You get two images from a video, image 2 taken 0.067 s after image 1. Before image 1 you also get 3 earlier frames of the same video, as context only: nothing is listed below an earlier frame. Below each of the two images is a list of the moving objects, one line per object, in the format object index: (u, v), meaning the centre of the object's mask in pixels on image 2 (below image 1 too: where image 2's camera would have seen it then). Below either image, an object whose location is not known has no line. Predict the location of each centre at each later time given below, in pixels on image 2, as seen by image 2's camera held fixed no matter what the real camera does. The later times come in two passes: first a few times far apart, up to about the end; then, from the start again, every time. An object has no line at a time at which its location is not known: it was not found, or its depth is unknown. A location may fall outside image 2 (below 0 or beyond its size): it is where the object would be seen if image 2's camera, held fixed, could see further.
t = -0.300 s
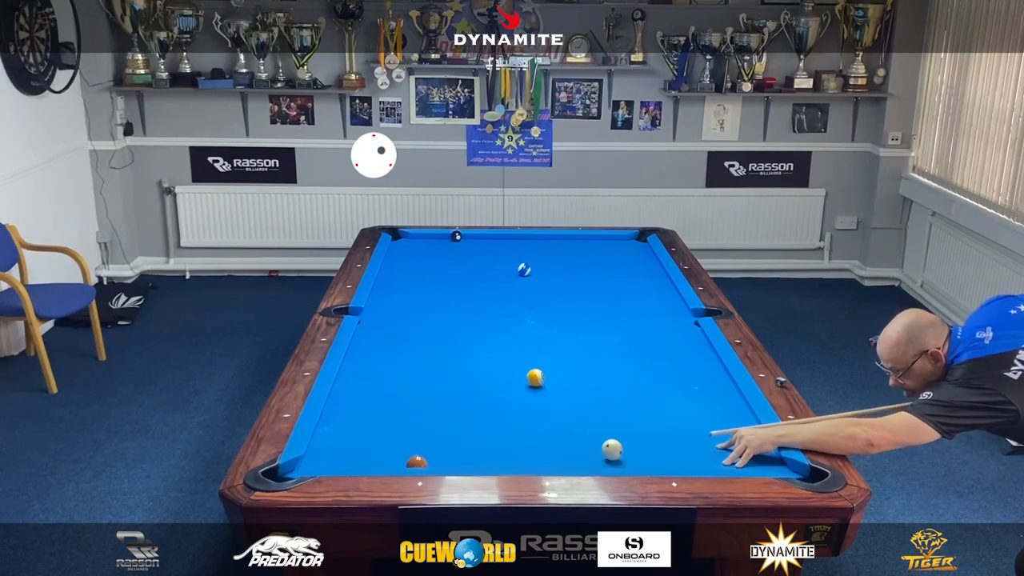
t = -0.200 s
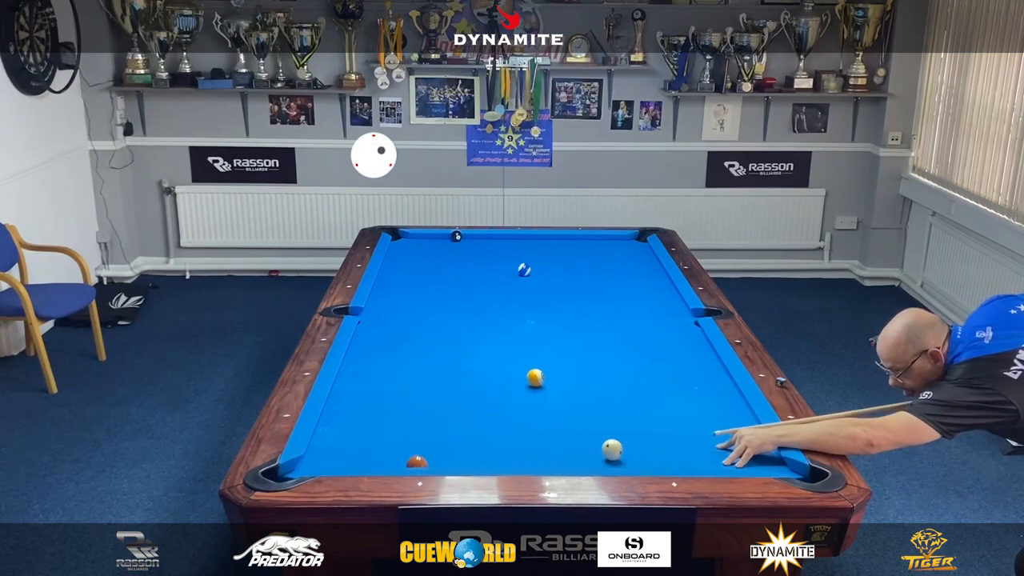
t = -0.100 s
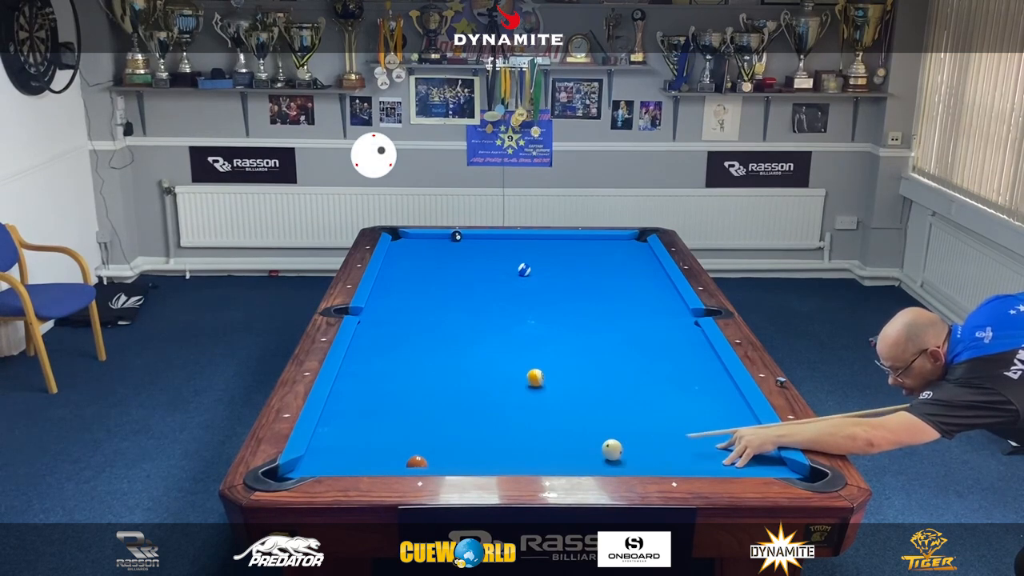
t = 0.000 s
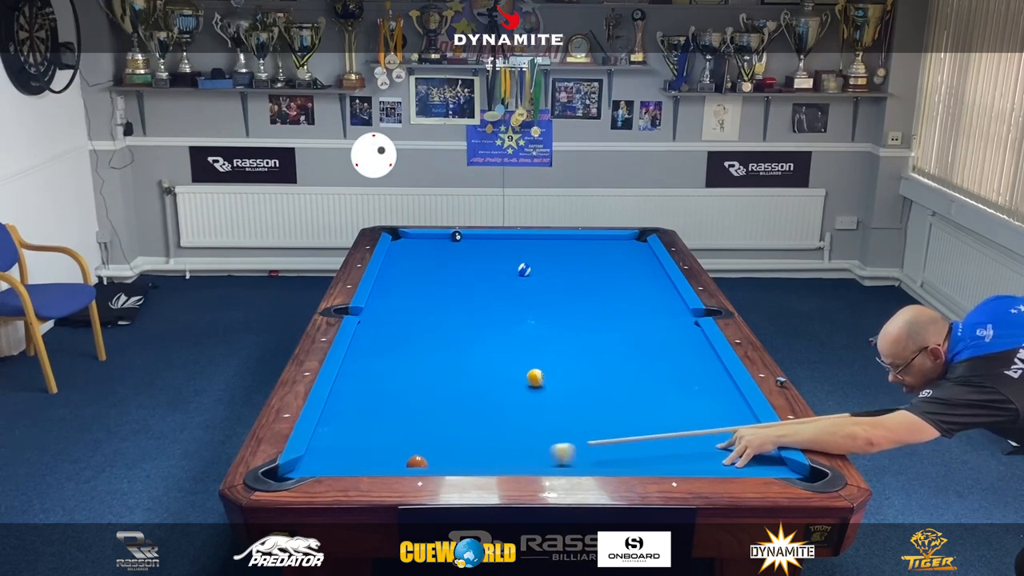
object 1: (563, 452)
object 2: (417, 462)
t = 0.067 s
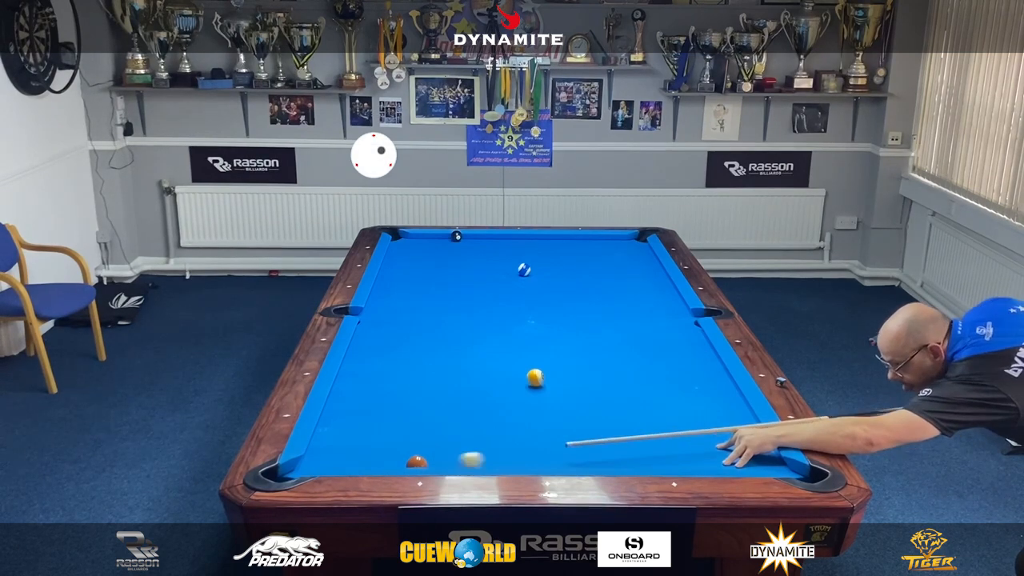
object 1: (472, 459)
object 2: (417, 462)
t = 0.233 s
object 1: (423, 452)
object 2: (291, 474)
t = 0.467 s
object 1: (369, 435)
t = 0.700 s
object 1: (351, 421)
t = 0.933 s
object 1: (395, 405)
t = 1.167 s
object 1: (435, 392)
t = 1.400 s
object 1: (470, 379)
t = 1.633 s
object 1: (502, 368)
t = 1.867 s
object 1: (532, 358)
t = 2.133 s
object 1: (562, 347)
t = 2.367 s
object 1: (587, 339)
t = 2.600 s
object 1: (609, 332)
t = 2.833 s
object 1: (631, 324)
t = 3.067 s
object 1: (650, 318)
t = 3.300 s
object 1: (668, 312)
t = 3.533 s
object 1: (679, 307)
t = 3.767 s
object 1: (668, 303)
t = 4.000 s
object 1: (658, 300)
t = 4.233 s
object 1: (649, 298)
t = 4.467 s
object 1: (641, 295)
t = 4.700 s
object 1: (634, 293)
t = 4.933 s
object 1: (627, 291)
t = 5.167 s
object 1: (622, 290)
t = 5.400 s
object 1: (617, 289)
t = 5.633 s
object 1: (613, 288)
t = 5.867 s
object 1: (610, 287)
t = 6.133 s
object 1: (608, 286)
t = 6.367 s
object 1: (606, 286)
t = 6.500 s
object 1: (606, 286)
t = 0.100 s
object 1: (438, 461)
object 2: (404, 462)
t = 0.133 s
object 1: (436, 459)
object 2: (361, 462)
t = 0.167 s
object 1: (432, 458)
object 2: (318, 463)
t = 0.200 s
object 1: (428, 455)
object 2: (297, 468)
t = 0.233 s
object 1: (423, 452)
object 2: (291, 474)
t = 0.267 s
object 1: (417, 450)
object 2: (277, 478)
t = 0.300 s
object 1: (411, 447)
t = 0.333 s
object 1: (404, 444)
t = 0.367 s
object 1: (396, 442)
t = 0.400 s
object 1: (388, 439)
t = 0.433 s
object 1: (379, 437)
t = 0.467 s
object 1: (369, 435)
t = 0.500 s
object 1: (359, 433)
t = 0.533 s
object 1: (348, 431)
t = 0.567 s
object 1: (337, 430)
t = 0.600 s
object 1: (325, 428)
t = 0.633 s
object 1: (333, 425)
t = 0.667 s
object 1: (342, 423)
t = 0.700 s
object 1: (351, 421)
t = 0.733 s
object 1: (358, 419)
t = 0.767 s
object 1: (365, 416)
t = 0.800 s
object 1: (371, 414)
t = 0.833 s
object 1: (377, 412)
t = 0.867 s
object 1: (384, 410)
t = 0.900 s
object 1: (390, 408)
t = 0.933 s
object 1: (395, 405)
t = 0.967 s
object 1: (401, 403)
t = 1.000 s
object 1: (407, 401)
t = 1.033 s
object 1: (413, 399)
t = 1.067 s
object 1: (418, 397)
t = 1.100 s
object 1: (424, 395)
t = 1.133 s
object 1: (429, 393)
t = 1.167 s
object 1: (435, 392)
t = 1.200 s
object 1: (440, 390)
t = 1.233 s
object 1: (445, 388)
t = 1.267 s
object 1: (450, 386)
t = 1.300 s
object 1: (455, 384)
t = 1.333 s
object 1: (460, 383)
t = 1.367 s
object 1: (465, 381)
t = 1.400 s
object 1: (470, 379)
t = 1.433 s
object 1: (475, 378)
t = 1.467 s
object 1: (479, 376)
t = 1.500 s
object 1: (484, 374)
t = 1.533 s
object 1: (489, 373)
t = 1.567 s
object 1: (493, 371)
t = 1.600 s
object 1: (498, 370)
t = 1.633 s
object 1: (502, 368)
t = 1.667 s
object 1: (506, 367)
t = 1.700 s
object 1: (511, 365)
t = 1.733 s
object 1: (515, 363)
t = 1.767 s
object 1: (519, 362)
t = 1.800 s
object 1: (523, 360)
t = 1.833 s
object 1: (527, 359)
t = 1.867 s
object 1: (532, 358)
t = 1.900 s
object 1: (536, 356)
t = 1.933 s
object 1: (540, 355)
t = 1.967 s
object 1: (544, 354)
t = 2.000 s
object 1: (547, 353)
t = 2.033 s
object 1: (551, 351)
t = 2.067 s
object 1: (555, 350)
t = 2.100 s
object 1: (559, 349)
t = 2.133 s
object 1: (562, 347)
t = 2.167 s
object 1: (566, 346)
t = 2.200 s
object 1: (569, 345)
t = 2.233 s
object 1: (573, 344)
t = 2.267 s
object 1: (577, 343)
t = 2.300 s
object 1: (580, 341)
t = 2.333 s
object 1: (584, 340)
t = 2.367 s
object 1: (587, 339)
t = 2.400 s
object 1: (590, 338)
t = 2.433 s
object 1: (593, 337)
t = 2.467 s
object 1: (597, 336)
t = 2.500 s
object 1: (600, 334)
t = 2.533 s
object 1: (603, 334)
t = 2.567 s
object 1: (606, 332)
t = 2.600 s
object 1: (609, 332)
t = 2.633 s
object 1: (613, 330)
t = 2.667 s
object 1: (616, 329)
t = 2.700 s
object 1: (619, 328)
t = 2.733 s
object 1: (622, 327)
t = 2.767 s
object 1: (625, 326)
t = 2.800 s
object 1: (628, 325)
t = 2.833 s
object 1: (631, 324)
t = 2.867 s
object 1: (634, 324)
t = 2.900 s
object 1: (636, 323)
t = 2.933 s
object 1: (639, 322)
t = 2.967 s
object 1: (642, 321)
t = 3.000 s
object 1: (645, 320)
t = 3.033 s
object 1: (648, 319)
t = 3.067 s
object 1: (650, 318)
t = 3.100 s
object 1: (653, 317)
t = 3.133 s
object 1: (655, 316)
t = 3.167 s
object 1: (658, 316)
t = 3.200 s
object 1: (661, 315)
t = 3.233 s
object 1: (663, 314)
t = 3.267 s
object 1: (666, 313)
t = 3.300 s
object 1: (668, 312)
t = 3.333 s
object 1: (671, 311)
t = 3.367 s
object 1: (673, 311)
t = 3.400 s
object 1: (675, 310)
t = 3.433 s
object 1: (678, 309)
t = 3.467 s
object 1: (680, 308)
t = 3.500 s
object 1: (681, 307)
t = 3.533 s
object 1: (679, 307)
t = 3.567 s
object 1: (678, 306)
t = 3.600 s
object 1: (676, 306)
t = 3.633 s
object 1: (674, 305)
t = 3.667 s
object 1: (673, 305)
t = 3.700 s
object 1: (671, 304)
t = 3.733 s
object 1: (670, 304)
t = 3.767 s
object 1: (668, 303)
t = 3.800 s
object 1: (667, 303)
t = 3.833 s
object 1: (665, 302)
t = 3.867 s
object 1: (664, 302)
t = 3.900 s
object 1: (662, 302)
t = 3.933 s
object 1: (661, 301)
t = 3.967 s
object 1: (660, 301)
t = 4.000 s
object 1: (658, 300)
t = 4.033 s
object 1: (657, 300)
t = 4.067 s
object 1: (655, 300)
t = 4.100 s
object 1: (654, 299)
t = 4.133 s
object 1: (653, 299)
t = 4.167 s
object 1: (652, 298)
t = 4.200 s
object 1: (650, 298)
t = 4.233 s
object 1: (649, 298)
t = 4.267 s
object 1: (648, 297)
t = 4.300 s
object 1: (647, 297)
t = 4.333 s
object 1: (646, 297)
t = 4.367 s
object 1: (644, 296)
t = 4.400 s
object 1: (643, 296)
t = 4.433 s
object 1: (642, 296)
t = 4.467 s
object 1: (641, 295)
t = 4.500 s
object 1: (640, 295)
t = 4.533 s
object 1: (639, 295)
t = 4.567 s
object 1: (638, 294)
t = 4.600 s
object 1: (637, 294)
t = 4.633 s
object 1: (636, 294)
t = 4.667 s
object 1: (635, 293)
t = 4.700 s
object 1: (634, 293)
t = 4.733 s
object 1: (633, 293)
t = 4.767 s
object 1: (632, 293)
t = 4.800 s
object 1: (631, 292)
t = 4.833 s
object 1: (630, 292)
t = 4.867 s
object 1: (629, 292)
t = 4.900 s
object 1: (628, 291)
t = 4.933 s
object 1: (627, 291)
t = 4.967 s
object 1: (627, 291)
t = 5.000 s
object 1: (626, 291)
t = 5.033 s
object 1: (625, 291)
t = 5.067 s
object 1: (624, 291)
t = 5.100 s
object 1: (623, 290)
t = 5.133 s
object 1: (623, 290)
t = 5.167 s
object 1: (622, 290)
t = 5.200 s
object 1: (621, 290)
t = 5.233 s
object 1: (621, 290)
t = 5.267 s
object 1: (620, 289)
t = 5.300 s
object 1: (619, 289)
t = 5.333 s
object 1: (618, 289)
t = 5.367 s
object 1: (618, 289)
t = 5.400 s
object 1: (617, 289)
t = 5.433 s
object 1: (617, 288)
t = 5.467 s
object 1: (616, 288)
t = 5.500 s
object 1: (615, 288)
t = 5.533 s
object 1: (615, 288)
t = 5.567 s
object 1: (614, 288)
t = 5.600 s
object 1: (614, 288)
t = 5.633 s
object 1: (613, 288)
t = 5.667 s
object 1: (613, 288)
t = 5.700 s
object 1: (612, 287)
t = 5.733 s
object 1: (612, 287)
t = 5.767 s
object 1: (611, 287)
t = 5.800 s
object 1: (611, 287)
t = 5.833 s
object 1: (611, 287)
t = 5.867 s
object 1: (610, 287)
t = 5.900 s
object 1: (610, 287)
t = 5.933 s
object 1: (609, 287)
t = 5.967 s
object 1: (609, 287)
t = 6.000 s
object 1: (609, 287)
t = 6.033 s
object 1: (609, 287)
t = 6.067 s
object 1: (608, 286)
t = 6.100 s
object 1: (608, 286)
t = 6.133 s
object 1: (608, 286)
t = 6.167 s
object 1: (608, 286)
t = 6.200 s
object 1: (607, 286)
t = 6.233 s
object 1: (607, 286)
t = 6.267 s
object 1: (607, 286)
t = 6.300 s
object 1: (607, 286)
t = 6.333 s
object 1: (606, 286)
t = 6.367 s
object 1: (606, 286)
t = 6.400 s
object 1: (606, 286)
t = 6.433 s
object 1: (606, 286)
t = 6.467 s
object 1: (606, 286)
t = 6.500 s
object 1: (606, 286)
